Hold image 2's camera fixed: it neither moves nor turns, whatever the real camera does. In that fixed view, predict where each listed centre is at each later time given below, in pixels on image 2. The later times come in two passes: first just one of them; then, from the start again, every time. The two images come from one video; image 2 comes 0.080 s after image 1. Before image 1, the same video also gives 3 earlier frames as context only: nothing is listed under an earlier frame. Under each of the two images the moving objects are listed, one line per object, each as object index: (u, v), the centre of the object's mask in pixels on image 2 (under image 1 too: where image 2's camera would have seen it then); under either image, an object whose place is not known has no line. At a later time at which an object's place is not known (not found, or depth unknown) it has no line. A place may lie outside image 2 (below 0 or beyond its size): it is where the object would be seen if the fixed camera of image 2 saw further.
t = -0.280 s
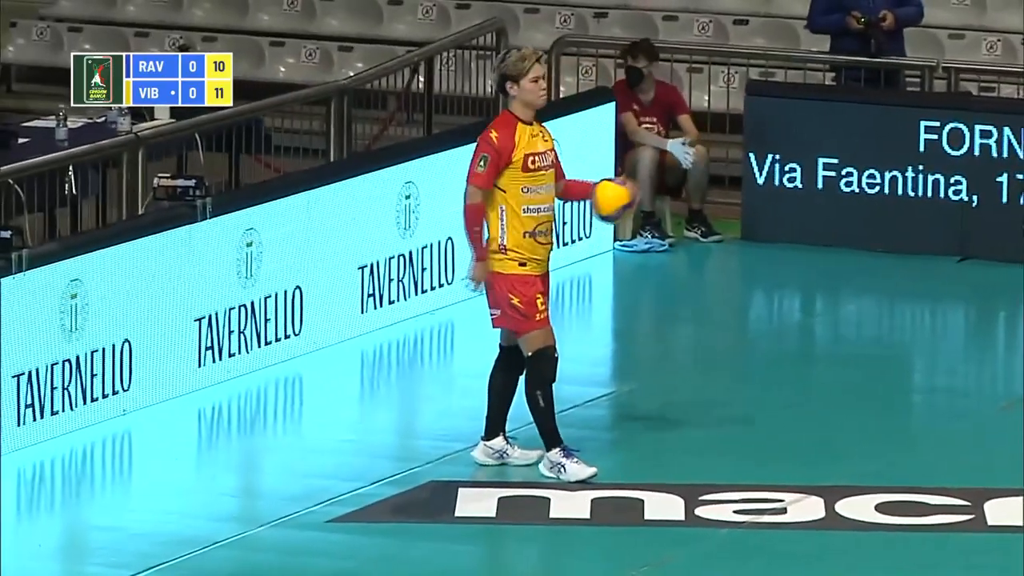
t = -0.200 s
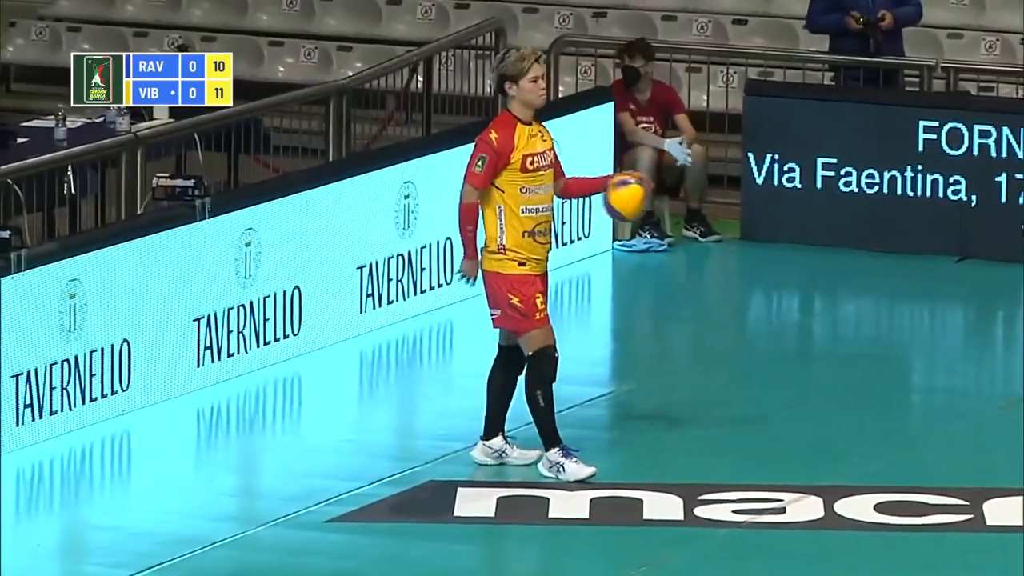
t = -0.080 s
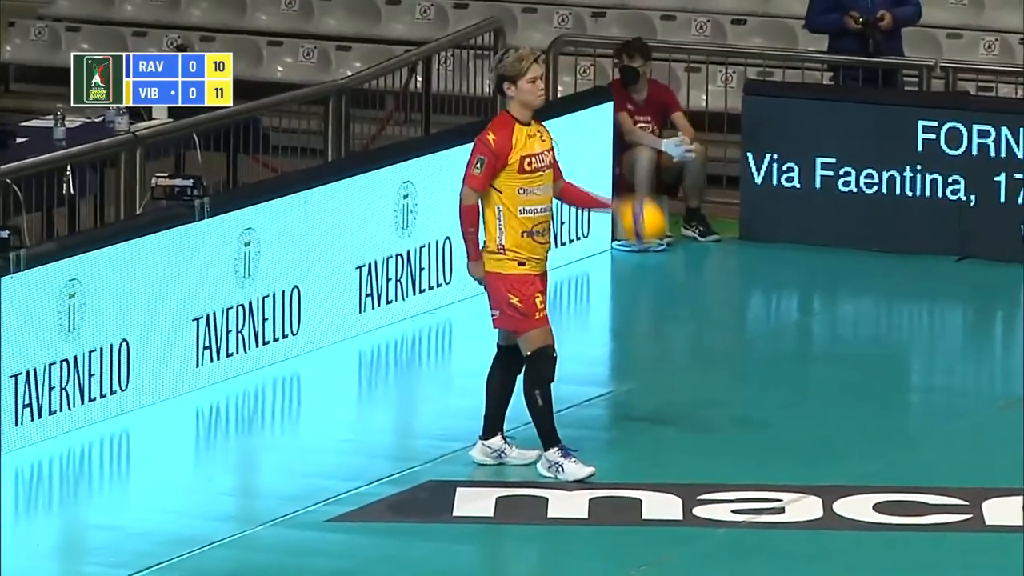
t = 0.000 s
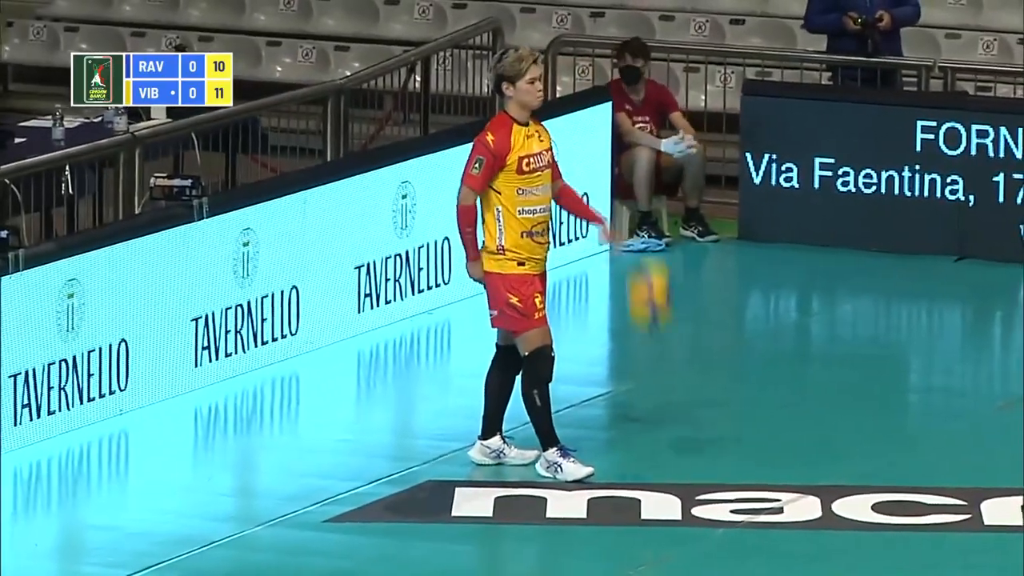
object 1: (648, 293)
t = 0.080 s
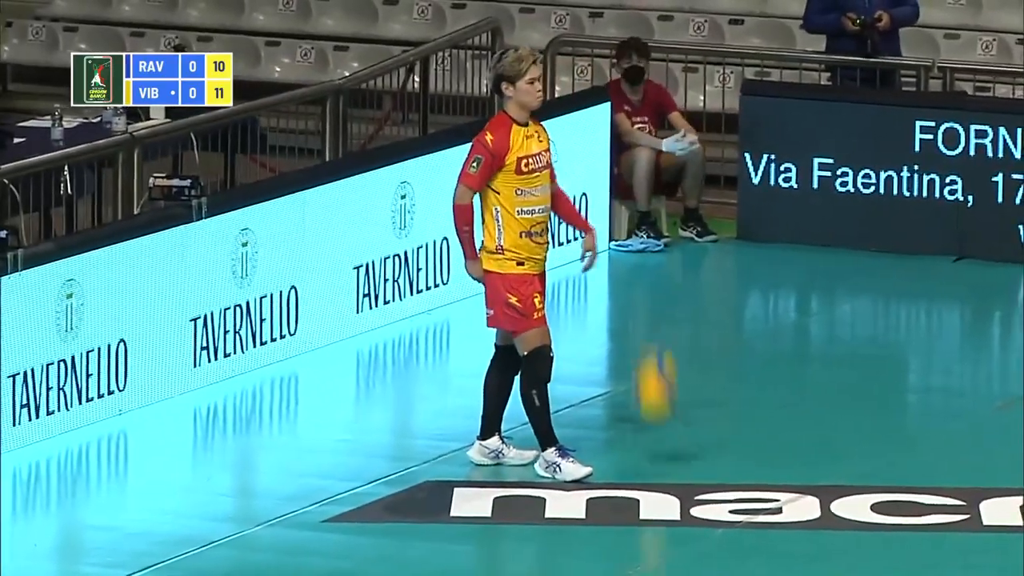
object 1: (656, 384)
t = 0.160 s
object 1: (655, 422)
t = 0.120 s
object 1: (656, 432)
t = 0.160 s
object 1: (655, 422)
